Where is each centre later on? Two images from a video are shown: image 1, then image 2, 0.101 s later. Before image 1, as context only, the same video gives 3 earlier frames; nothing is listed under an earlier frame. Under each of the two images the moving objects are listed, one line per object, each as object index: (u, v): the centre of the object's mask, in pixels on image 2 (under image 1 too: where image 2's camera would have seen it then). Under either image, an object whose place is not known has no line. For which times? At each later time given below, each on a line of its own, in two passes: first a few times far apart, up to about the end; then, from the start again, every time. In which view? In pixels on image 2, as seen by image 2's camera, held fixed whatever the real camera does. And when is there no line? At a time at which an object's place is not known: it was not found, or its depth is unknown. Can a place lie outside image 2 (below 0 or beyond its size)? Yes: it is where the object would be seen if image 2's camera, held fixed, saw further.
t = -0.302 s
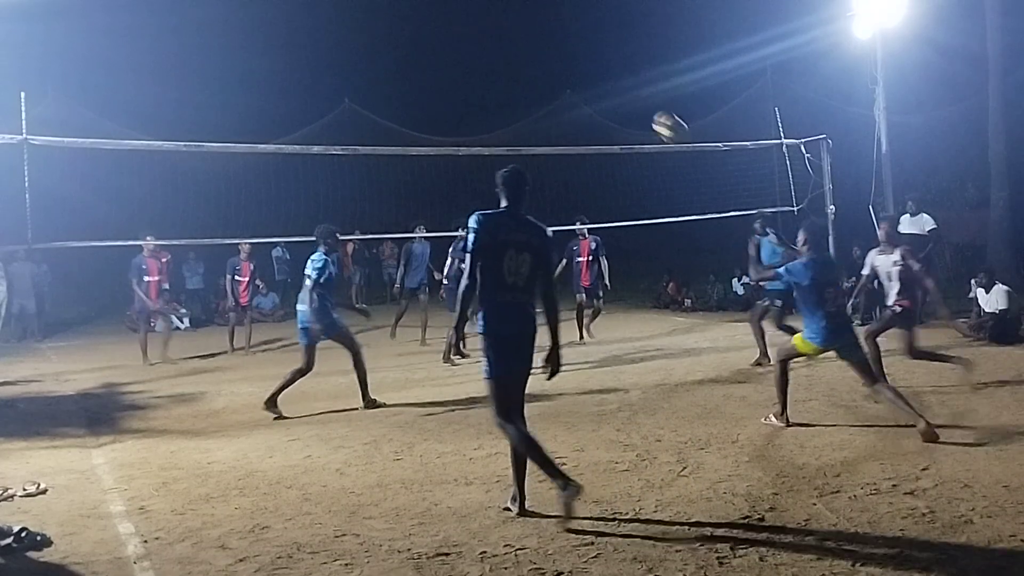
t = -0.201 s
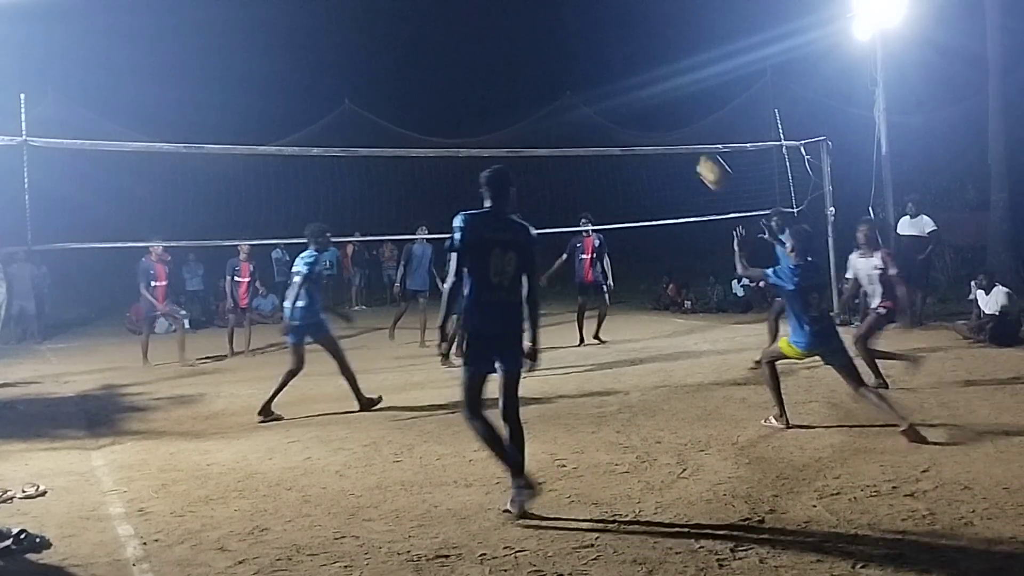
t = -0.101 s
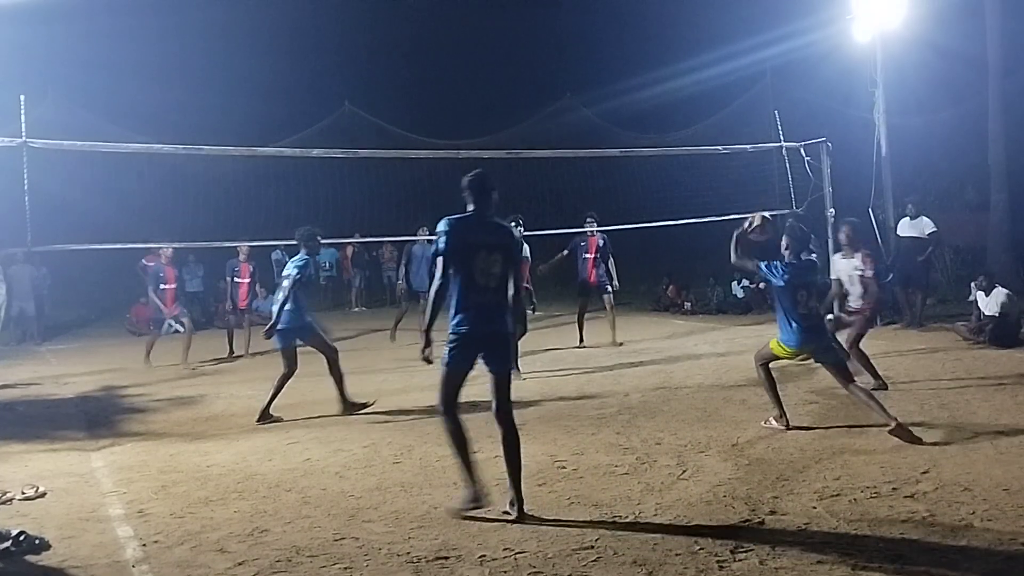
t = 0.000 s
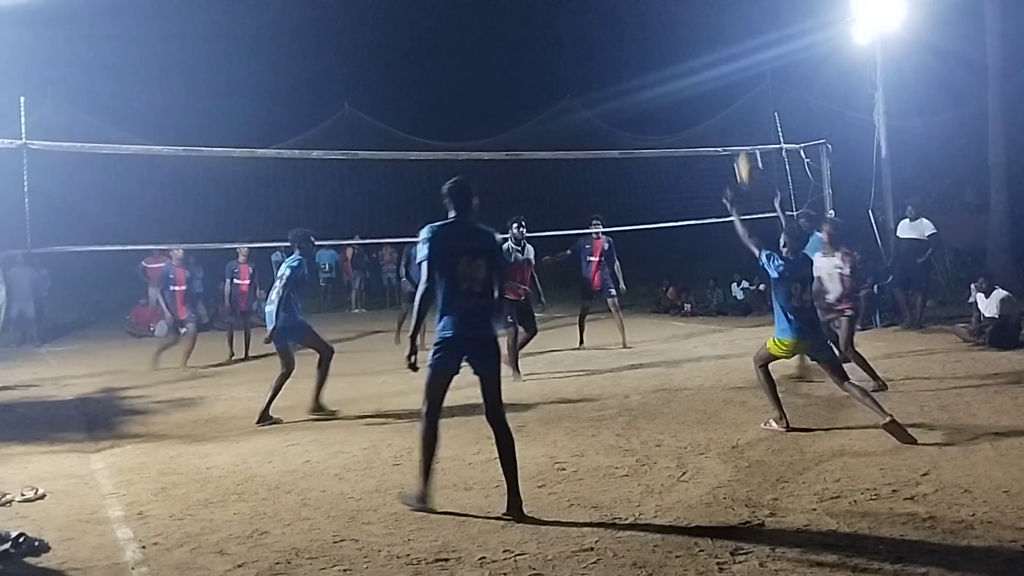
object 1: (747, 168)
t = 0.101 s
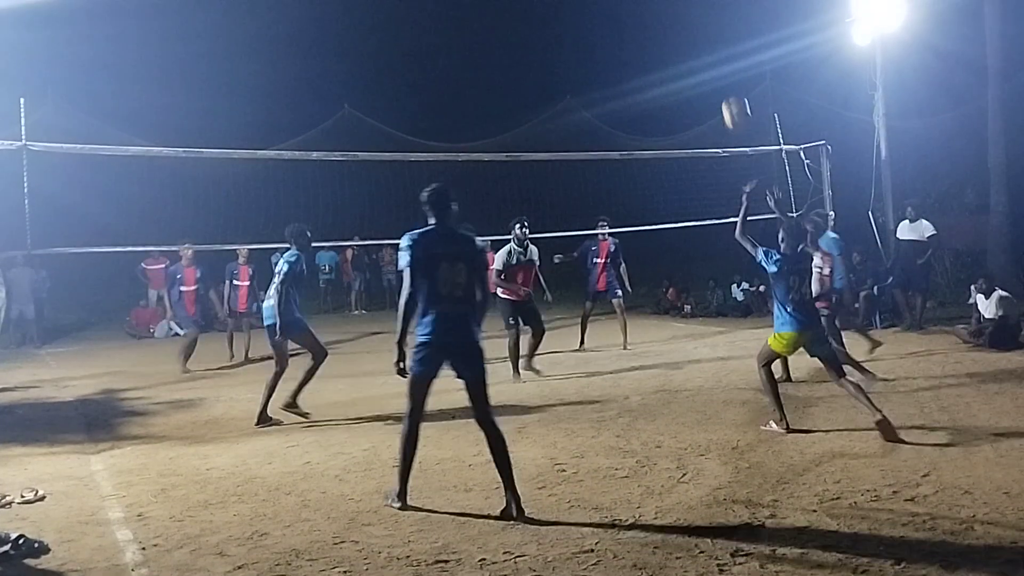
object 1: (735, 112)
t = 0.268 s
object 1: (718, 54)
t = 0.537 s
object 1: (694, 33)
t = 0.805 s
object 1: (676, 85)
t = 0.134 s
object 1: (731, 97)
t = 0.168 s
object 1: (728, 85)
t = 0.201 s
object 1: (724, 72)
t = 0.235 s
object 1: (721, 62)
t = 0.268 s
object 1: (718, 54)
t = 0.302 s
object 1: (714, 46)
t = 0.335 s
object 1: (711, 40)
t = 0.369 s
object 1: (708, 37)
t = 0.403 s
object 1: (705, 33)
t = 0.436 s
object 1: (702, 31)
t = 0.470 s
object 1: (700, 30)
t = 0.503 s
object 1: (697, 31)
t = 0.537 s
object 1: (694, 33)
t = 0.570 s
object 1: (691, 36)
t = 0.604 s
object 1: (689, 40)
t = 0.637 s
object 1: (687, 45)
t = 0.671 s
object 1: (684, 51)
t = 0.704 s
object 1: (682, 57)
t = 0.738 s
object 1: (680, 66)
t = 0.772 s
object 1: (678, 74)
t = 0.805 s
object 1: (676, 85)
